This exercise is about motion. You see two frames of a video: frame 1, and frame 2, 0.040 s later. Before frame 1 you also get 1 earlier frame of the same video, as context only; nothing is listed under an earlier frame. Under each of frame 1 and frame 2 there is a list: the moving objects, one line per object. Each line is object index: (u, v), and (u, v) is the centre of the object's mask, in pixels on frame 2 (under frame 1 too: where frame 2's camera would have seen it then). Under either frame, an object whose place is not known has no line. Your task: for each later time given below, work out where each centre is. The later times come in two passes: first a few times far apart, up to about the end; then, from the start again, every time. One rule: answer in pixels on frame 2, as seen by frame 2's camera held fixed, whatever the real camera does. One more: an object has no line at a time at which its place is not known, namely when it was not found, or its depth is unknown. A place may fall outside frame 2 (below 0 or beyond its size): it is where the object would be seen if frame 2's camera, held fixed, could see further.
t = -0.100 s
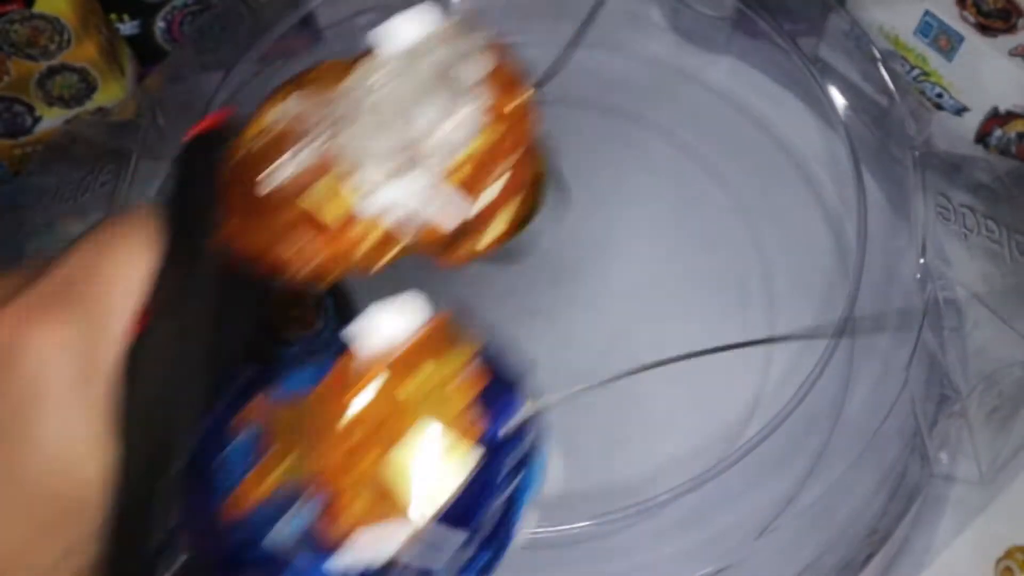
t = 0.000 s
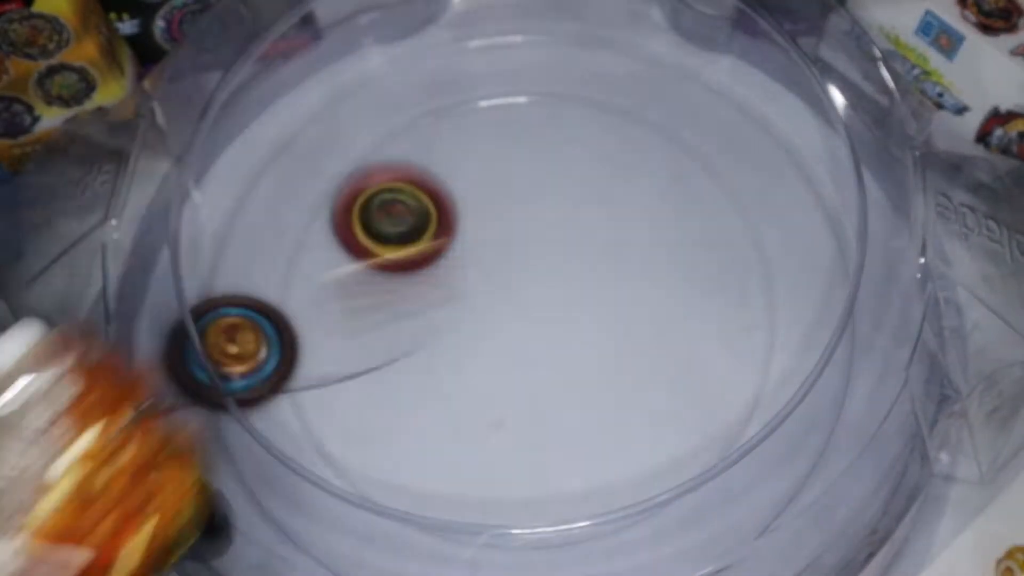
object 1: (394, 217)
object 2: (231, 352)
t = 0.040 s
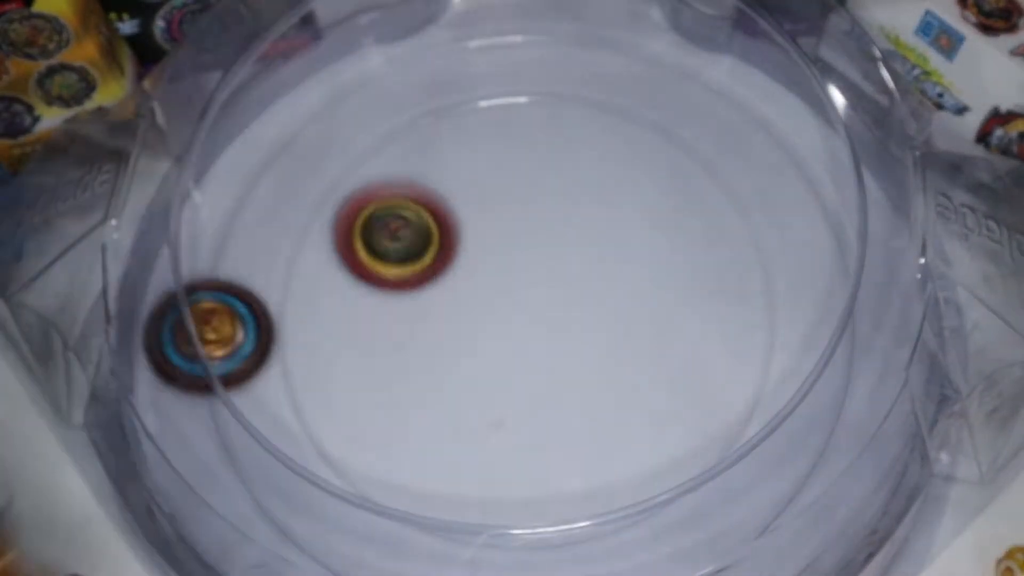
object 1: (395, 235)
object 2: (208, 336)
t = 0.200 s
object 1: (430, 339)
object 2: (228, 225)
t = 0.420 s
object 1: (663, 313)
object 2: (303, 104)
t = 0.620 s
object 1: (679, 128)
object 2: (390, 52)
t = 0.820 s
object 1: (558, 30)
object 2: (411, 40)
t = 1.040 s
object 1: (624, 45)
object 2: (287, 188)
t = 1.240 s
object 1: (676, 62)
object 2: (477, 370)
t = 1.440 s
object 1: (712, 77)
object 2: (743, 199)
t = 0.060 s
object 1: (396, 245)
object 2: (204, 324)
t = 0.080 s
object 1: (398, 257)
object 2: (212, 316)
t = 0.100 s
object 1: (400, 270)
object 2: (217, 306)
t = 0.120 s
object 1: (403, 282)
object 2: (219, 291)
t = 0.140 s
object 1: (405, 296)
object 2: (219, 275)
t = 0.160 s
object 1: (409, 310)
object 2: (224, 255)
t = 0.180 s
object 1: (418, 325)
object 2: (223, 238)
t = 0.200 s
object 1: (430, 339)
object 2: (228, 225)
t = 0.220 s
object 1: (445, 351)
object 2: (234, 215)
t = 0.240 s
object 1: (464, 362)
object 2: (237, 202)
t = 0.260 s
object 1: (486, 369)
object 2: (240, 184)
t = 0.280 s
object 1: (509, 373)
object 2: (245, 172)
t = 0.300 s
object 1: (534, 373)
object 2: (255, 164)
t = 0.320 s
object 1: (559, 370)
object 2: (265, 156)
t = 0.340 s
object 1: (584, 363)
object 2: (271, 142)
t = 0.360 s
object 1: (606, 352)
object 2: (278, 130)
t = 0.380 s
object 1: (628, 343)
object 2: (286, 120)
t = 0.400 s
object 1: (646, 328)
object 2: (294, 112)
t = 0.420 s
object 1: (663, 313)
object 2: (303, 104)
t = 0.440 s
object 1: (677, 296)
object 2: (313, 100)
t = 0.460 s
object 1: (688, 278)
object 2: (324, 96)
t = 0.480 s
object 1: (696, 259)
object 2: (331, 89)
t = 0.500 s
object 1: (702, 240)
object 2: (338, 80)
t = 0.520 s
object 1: (705, 220)
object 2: (346, 74)
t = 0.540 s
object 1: (704, 200)
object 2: (355, 70)
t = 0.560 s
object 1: (703, 182)
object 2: (365, 67)
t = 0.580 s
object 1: (697, 162)
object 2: (374, 64)
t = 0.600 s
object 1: (690, 145)
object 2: (382, 57)
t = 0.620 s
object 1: (679, 128)
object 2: (390, 52)
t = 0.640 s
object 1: (666, 112)
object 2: (400, 51)
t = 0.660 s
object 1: (651, 98)
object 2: (407, 47)
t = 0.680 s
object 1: (632, 85)
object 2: (415, 44)
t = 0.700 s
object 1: (613, 76)
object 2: (422, 43)
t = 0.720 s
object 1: (594, 65)
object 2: (430, 42)
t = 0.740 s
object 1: (577, 53)
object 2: (437, 40)
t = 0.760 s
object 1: (560, 43)
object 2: (443, 39)
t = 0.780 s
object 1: (550, 36)
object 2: (443, 39)
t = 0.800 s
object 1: (552, 32)
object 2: (430, 37)
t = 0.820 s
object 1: (558, 30)
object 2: (411, 40)
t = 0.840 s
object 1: (565, 31)
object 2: (390, 46)
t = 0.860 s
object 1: (571, 32)
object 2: (369, 54)
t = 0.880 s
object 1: (575, 34)
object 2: (348, 66)
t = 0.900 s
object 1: (579, 38)
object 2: (330, 80)
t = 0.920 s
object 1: (583, 40)
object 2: (311, 100)
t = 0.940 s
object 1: (588, 42)
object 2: (296, 123)
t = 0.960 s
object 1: (595, 44)
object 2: (287, 139)
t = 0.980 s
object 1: (601, 44)
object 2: (280, 157)
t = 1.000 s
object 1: (608, 46)
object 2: (279, 169)
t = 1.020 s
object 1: (616, 45)
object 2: (281, 180)
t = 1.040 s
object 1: (624, 45)
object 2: (287, 188)
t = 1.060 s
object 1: (633, 44)
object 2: (297, 195)
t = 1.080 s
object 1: (642, 42)
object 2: (310, 203)
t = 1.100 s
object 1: (651, 41)
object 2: (325, 216)
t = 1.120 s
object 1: (657, 41)
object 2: (338, 233)
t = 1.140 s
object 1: (662, 44)
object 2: (352, 253)
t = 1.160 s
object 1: (664, 47)
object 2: (368, 279)
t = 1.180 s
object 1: (665, 52)
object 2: (385, 304)
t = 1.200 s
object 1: (668, 56)
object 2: (411, 330)
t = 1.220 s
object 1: (672, 59)
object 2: (441, 353)
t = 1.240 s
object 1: (676, 62)
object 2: (477, 370)
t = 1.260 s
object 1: (680, 64)
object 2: (515, 379)
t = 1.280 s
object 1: (686, 65)
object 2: (555, 380)
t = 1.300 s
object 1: (692, 66)
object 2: (593, 373)
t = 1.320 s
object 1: (698, 65)
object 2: (628, 360)
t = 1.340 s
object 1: (705, 65)
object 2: (659, 340)
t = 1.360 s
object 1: (708, 65)
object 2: (686, 317)
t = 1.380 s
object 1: (710, 68)
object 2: (708, 289)
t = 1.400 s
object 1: (710, 72)
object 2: (724, 260)
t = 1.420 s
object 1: (711, 76)
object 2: (736, 229)
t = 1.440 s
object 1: (712, 77)
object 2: (743, 199)
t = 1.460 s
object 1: (717, 63)
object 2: (743, 185)
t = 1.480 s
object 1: (716, 42)
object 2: (745, 176)
